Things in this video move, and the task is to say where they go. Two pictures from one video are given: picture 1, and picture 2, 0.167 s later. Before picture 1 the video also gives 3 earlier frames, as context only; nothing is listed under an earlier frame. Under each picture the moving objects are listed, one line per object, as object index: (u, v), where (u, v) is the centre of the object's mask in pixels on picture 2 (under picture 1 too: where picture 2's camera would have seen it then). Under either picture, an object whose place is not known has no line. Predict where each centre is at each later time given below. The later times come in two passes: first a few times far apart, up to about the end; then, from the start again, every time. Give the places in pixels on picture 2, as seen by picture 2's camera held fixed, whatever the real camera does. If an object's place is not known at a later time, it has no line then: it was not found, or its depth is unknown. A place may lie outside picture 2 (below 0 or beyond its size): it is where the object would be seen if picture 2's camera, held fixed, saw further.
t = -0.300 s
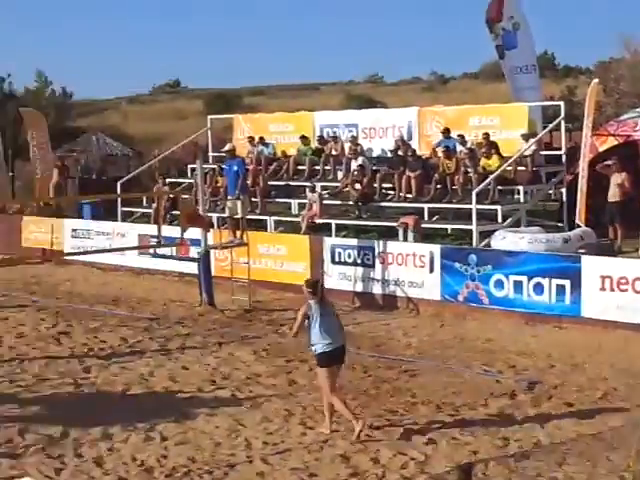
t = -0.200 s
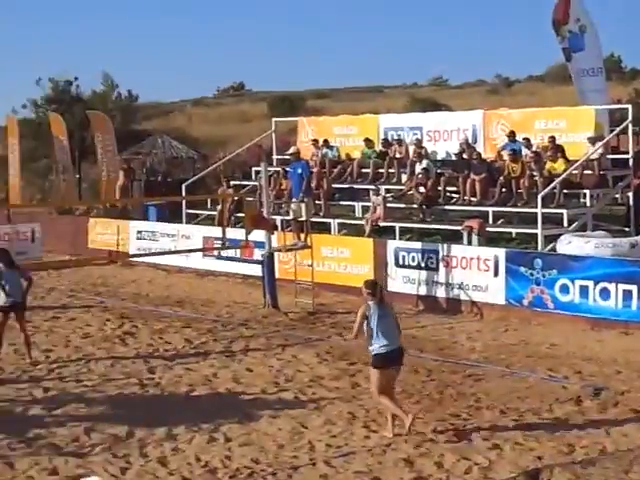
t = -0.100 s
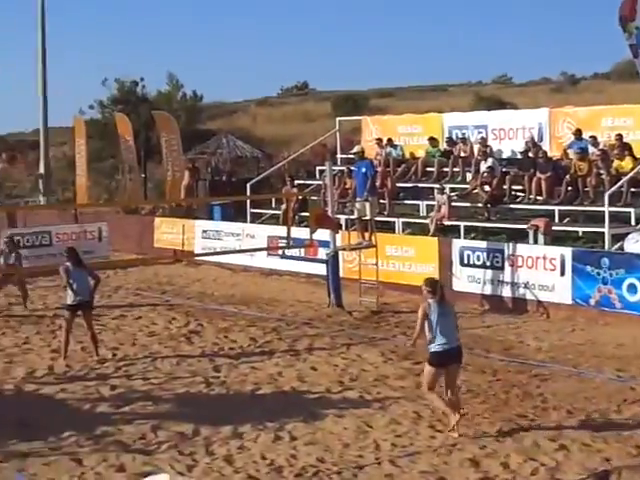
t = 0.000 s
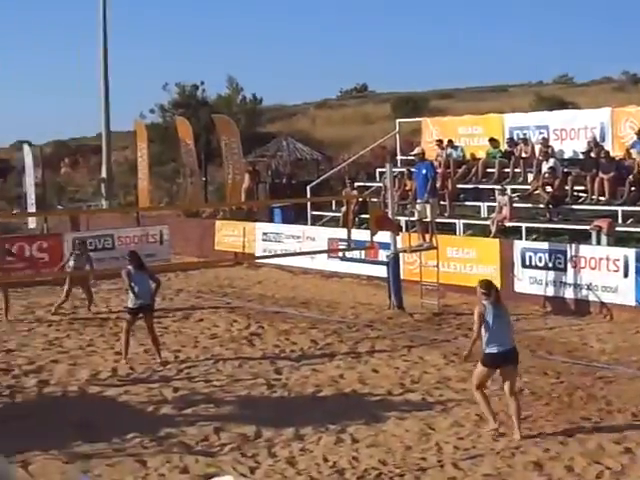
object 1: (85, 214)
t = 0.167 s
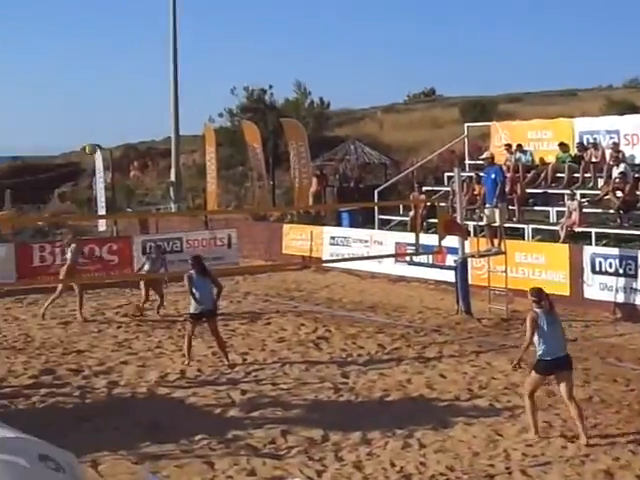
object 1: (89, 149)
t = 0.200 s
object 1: (92, 138)
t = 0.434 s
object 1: (94, 72)
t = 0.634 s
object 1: (95, 38)
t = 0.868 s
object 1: (97, 25)
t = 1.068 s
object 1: (99, 39)
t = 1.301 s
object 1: (102, 82)
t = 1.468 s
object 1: (105, 130)
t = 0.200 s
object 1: (92, 138)
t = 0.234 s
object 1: (92, 127)
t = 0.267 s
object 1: (93, 116)
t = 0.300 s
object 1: (92, 106)
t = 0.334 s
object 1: (92, 96)
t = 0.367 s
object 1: (94, 87)
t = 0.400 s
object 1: (93, 79)
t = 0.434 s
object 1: (94, 72)
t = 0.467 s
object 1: (94, 64)
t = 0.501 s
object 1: (94, 58)
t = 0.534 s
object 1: (95, 52)
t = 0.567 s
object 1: (94, 46)
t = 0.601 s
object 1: (95, 42)
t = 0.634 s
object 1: (95, 38)
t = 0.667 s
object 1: (96, 34)
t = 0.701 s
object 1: (96, 31)
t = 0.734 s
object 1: (96, 28)
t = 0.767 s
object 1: (96, 27)
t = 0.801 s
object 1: (96, 26)
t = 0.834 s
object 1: (96, 25)
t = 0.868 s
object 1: (97, 25)
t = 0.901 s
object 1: (97, 25)
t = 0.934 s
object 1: (98, 27)
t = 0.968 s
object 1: (98, 29)
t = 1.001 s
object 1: (98, 32)
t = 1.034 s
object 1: (98, 35)
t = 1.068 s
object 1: (99, 39)
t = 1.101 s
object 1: (99, 43)
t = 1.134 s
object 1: (99, 48)
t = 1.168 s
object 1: (100, 54)
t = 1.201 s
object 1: (101, 60)
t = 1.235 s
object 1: (101, 66)
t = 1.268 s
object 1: (101, 74)
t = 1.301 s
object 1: (102, 82)
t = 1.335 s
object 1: (102, 90)
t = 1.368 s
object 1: (103, 99)
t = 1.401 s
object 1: (103, 109)
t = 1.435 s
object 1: (104, 120)
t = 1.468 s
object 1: (105, 130)
